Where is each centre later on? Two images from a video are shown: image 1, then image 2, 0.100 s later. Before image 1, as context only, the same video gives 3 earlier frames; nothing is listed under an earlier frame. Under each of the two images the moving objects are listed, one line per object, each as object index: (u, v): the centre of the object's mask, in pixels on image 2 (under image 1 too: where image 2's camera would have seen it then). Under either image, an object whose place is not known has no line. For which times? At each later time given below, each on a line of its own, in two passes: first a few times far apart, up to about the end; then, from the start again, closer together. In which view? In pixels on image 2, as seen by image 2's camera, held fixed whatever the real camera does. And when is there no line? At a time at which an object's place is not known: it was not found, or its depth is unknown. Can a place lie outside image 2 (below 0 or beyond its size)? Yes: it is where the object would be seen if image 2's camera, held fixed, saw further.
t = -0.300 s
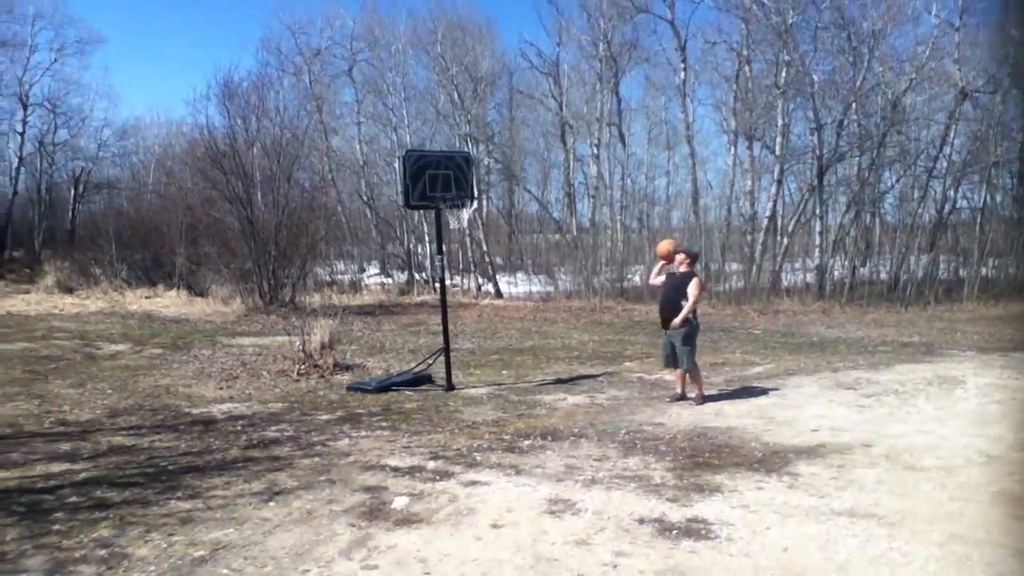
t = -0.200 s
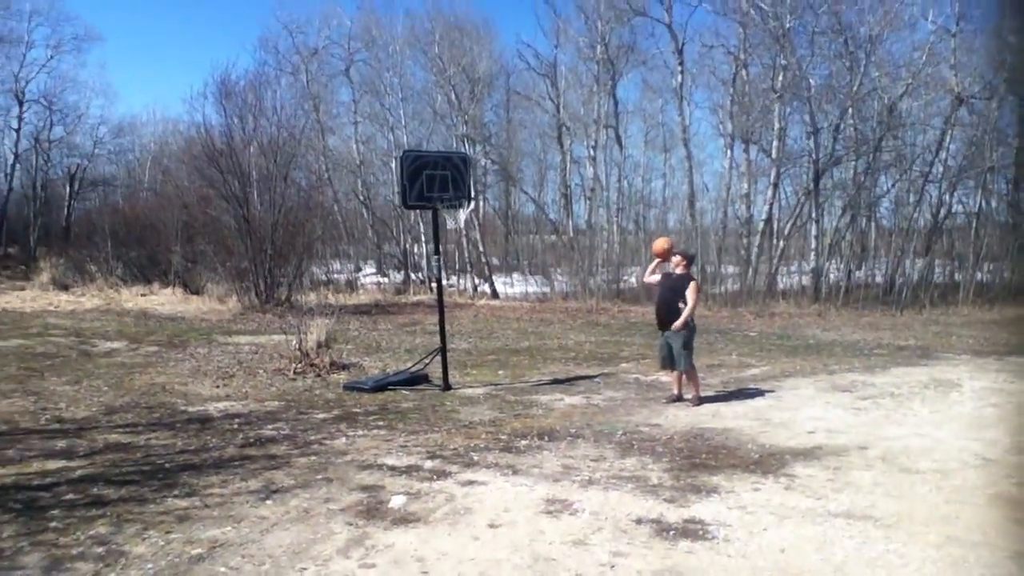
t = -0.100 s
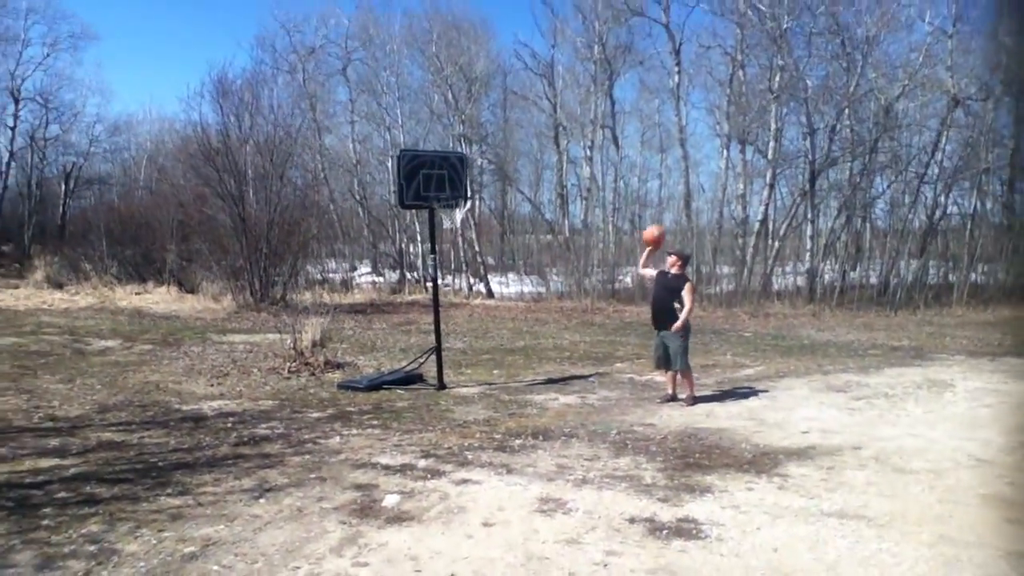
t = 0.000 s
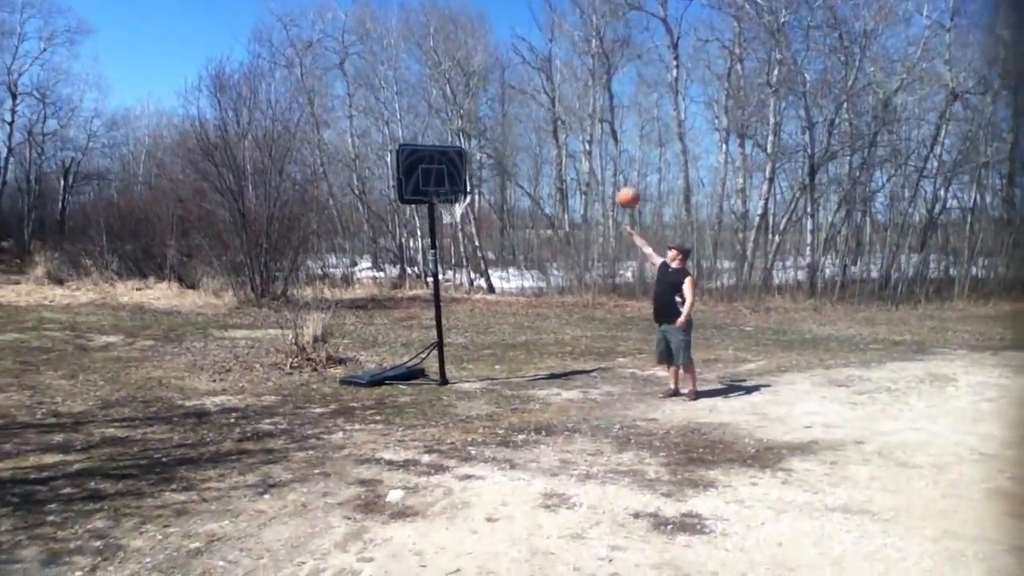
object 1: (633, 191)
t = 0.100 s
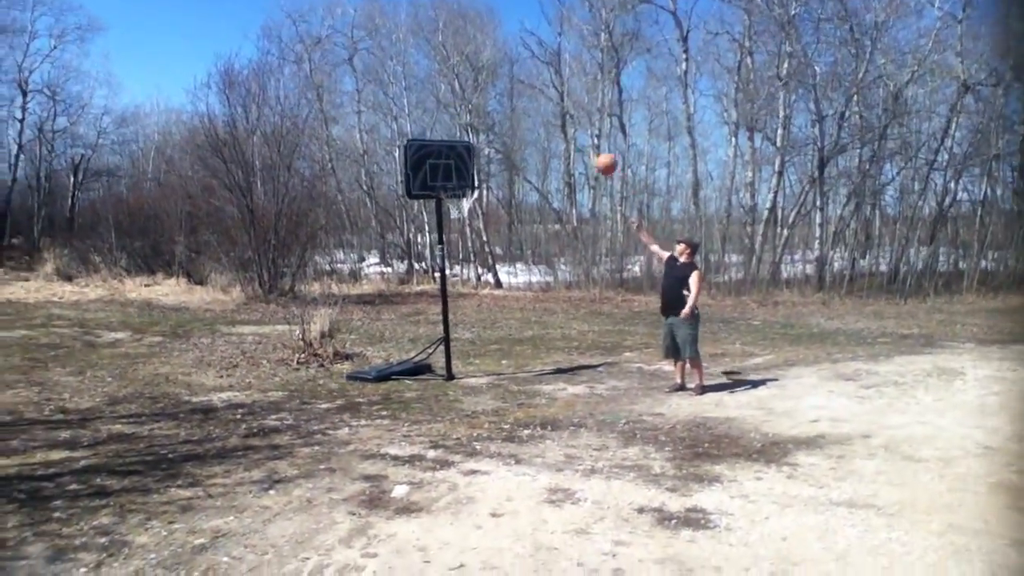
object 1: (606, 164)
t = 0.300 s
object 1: (543, 135)
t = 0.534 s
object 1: (480, 148)
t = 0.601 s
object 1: (462, 162)
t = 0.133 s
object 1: (597, 156)
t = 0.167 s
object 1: (587, 150)
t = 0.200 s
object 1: (576, 146)
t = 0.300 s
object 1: (543, 135)
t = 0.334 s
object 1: (533, 135)
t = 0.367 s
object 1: (525, 135)
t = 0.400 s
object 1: (515, 136)
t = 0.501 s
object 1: (486, 145)
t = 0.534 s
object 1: (480, 148)
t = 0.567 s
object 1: (471, 154)
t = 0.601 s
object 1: (462, 162)
